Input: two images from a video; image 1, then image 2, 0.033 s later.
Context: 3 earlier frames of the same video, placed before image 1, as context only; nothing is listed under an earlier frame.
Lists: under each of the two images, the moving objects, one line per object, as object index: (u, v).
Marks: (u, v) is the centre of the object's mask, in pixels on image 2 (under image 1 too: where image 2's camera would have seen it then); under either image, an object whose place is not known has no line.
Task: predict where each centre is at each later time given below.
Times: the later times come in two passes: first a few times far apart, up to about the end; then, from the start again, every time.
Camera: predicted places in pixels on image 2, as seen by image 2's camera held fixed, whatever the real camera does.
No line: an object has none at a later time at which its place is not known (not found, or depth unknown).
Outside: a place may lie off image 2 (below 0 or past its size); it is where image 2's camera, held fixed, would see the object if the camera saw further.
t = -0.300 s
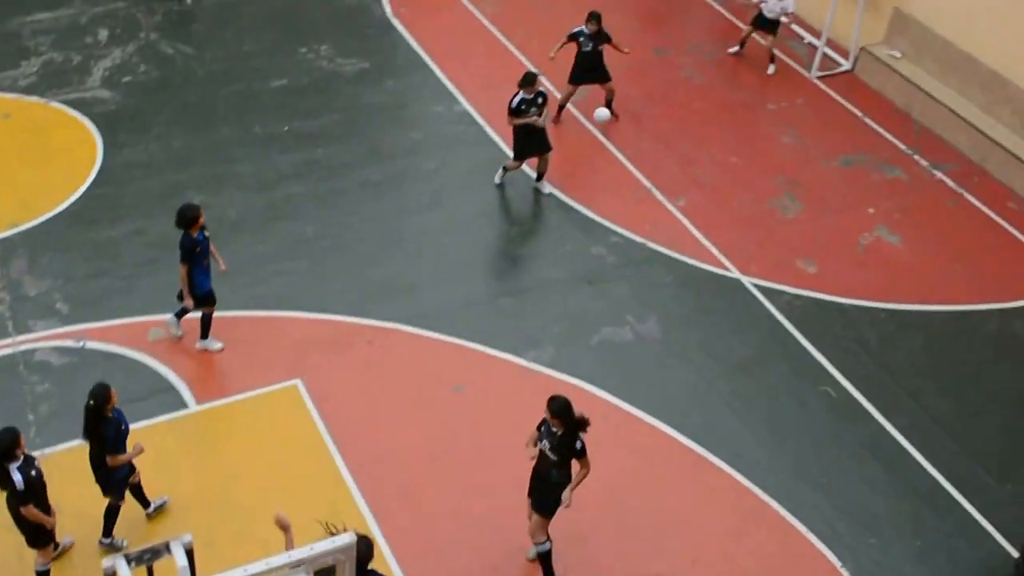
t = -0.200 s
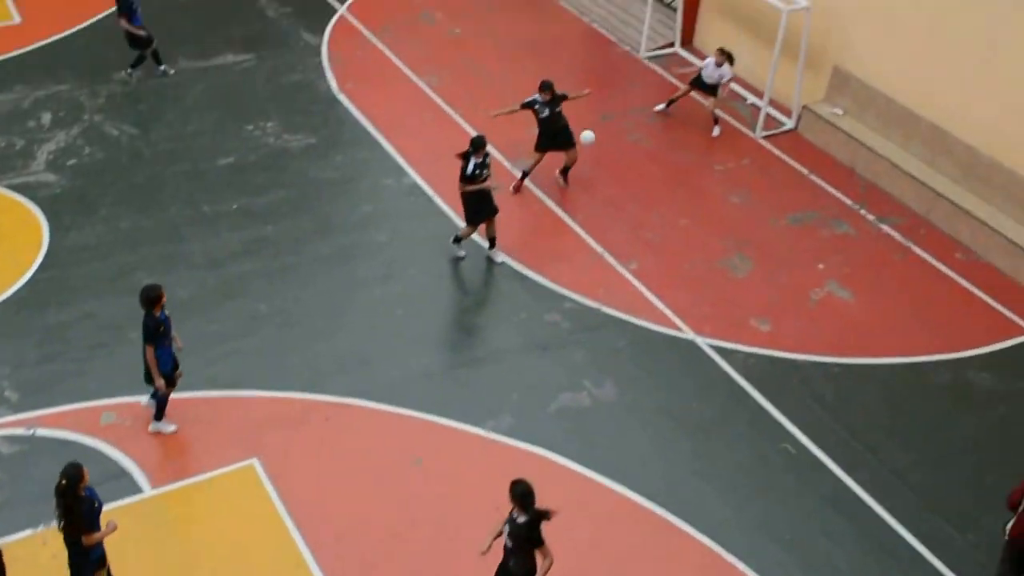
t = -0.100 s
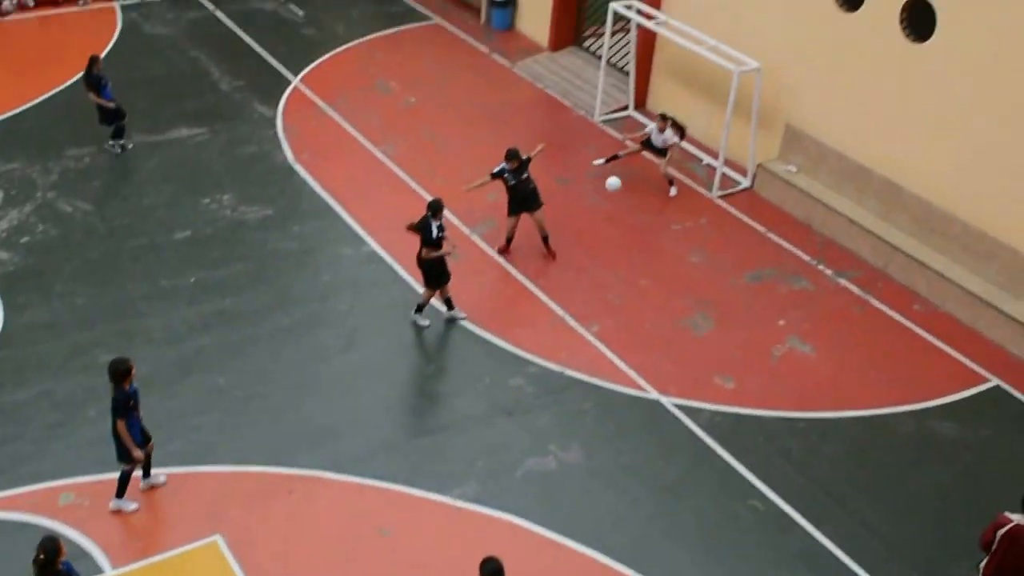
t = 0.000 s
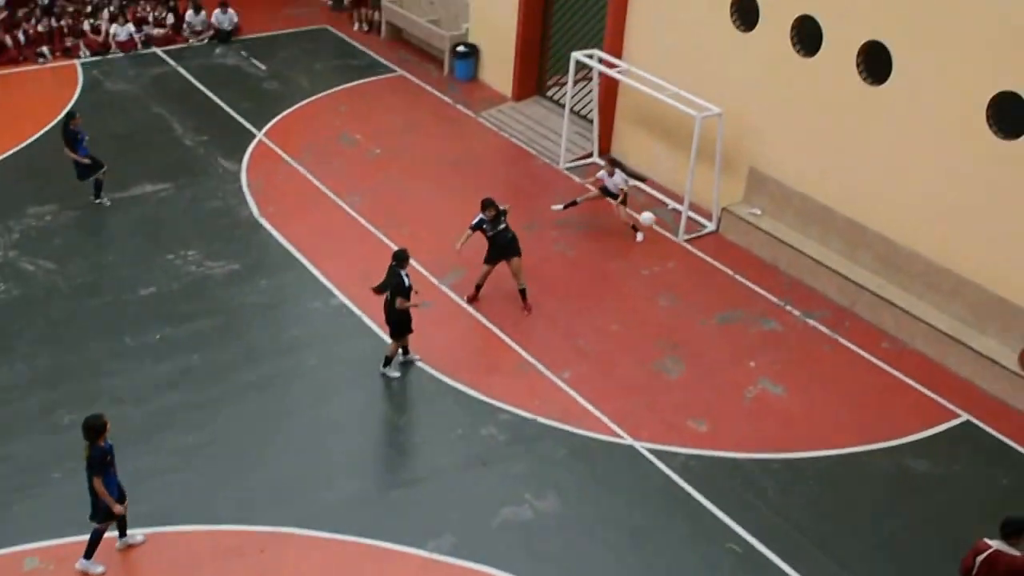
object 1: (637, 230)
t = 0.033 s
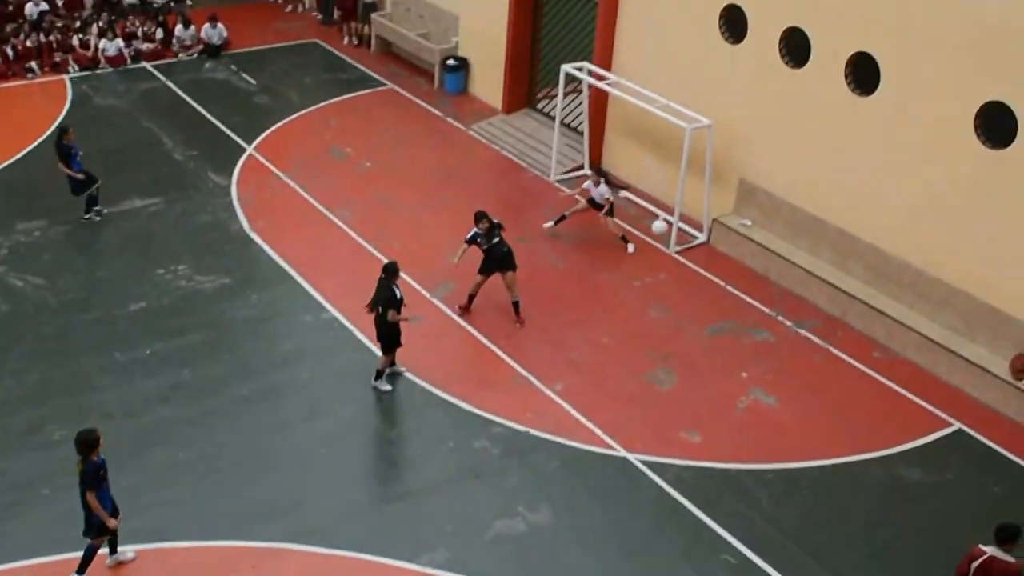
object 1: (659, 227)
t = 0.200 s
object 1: (763, 225)
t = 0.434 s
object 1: (895, 253)
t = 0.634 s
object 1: (930, 317)
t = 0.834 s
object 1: (938, 421)
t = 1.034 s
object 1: (952, 432)
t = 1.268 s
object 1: (964, 472)
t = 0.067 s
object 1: (681, 225)
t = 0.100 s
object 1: (701, 225)
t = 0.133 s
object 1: (723, 224)
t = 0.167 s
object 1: (743, 223)
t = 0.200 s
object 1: (763, 225)
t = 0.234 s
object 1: (783, 227)
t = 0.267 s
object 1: (803, 229)
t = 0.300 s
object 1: (822, 232)
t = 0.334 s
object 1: (841, 236)
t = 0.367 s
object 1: (859, 241)
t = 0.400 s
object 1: (877, 247)
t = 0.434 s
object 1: (895, 253)
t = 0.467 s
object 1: (911, 260)
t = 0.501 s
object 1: (923, 269)
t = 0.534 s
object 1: (925, 279)
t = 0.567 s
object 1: (926, 289)
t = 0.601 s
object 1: (928, 302)
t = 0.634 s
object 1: (930, 317)
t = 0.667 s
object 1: (932, 331)
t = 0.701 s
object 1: (933, 347)
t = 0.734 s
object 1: (933, 363)
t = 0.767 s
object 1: (935, 381)
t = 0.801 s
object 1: (937, 399)
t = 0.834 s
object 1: (938, 421)
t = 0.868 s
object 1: (940, 430)
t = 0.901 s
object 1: (942, 429)
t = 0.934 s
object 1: (945, 429)
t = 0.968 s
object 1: (947, 428)
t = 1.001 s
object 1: (950, 430)
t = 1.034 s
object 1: (952, 432)
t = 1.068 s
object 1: (954, 435)
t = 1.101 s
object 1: (956, 439)
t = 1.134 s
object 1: (958, 444)
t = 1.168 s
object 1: (960, 449)
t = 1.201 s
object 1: (961, 456)
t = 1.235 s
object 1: (962, 464)
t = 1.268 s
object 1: (964, 472)
